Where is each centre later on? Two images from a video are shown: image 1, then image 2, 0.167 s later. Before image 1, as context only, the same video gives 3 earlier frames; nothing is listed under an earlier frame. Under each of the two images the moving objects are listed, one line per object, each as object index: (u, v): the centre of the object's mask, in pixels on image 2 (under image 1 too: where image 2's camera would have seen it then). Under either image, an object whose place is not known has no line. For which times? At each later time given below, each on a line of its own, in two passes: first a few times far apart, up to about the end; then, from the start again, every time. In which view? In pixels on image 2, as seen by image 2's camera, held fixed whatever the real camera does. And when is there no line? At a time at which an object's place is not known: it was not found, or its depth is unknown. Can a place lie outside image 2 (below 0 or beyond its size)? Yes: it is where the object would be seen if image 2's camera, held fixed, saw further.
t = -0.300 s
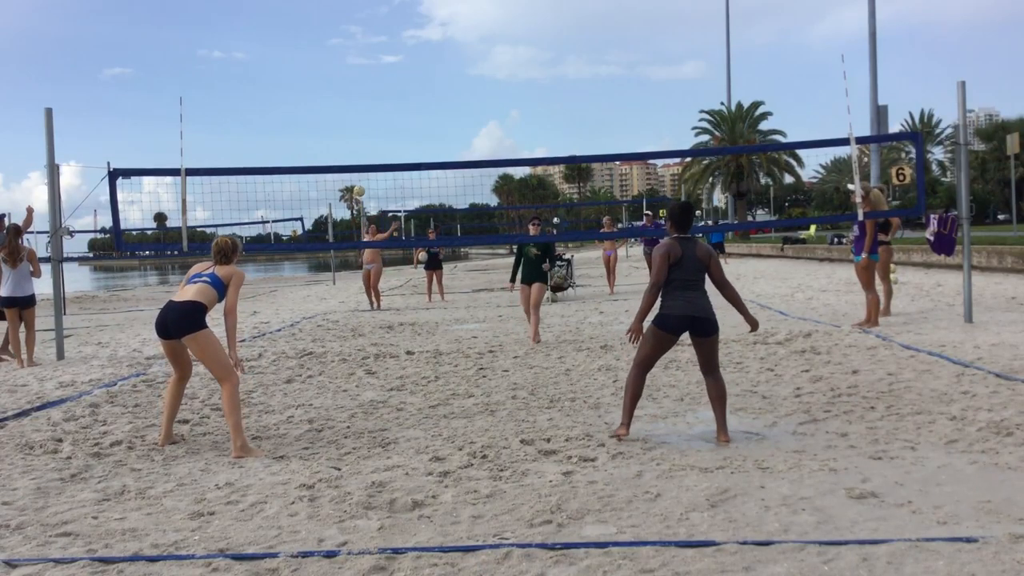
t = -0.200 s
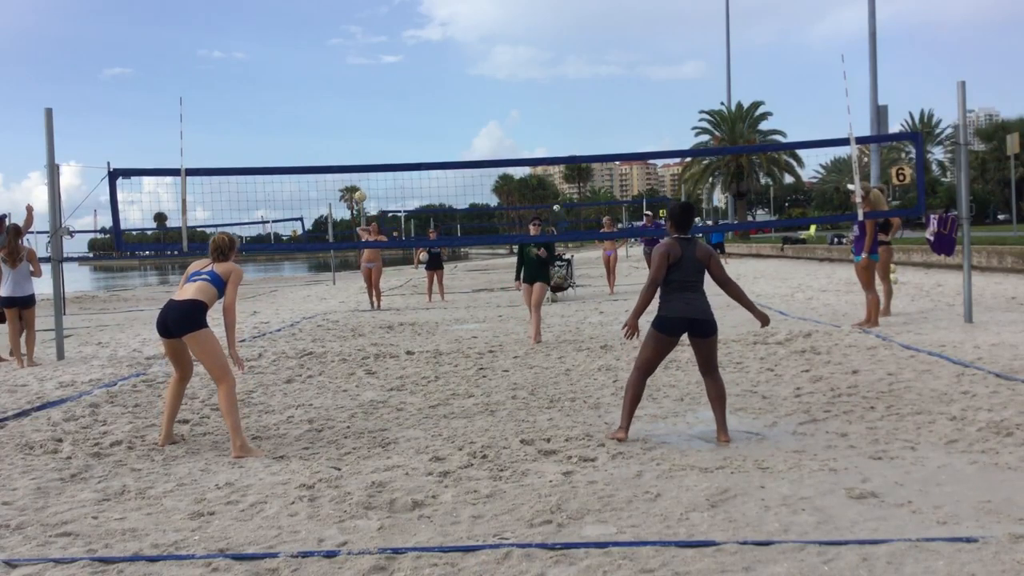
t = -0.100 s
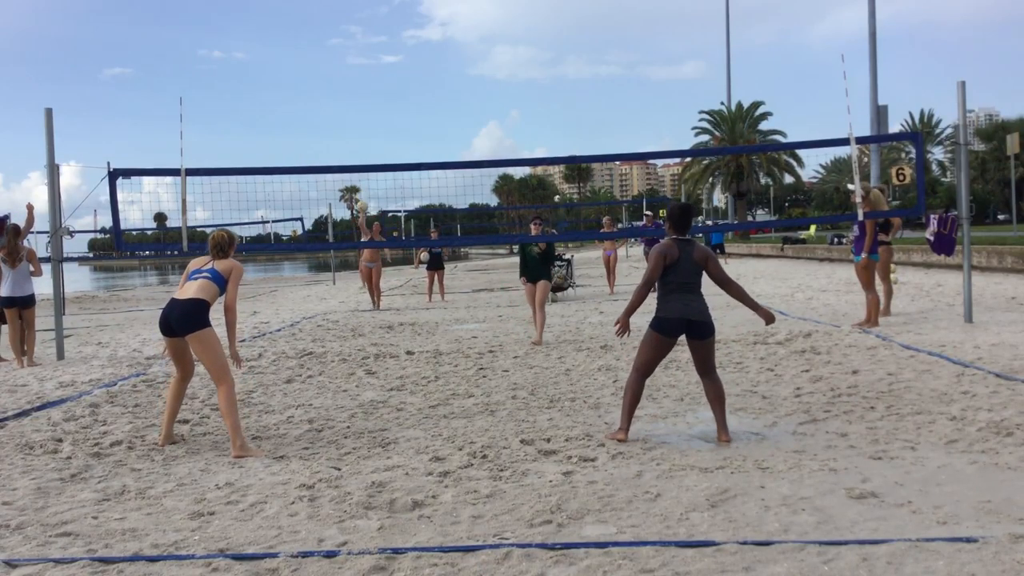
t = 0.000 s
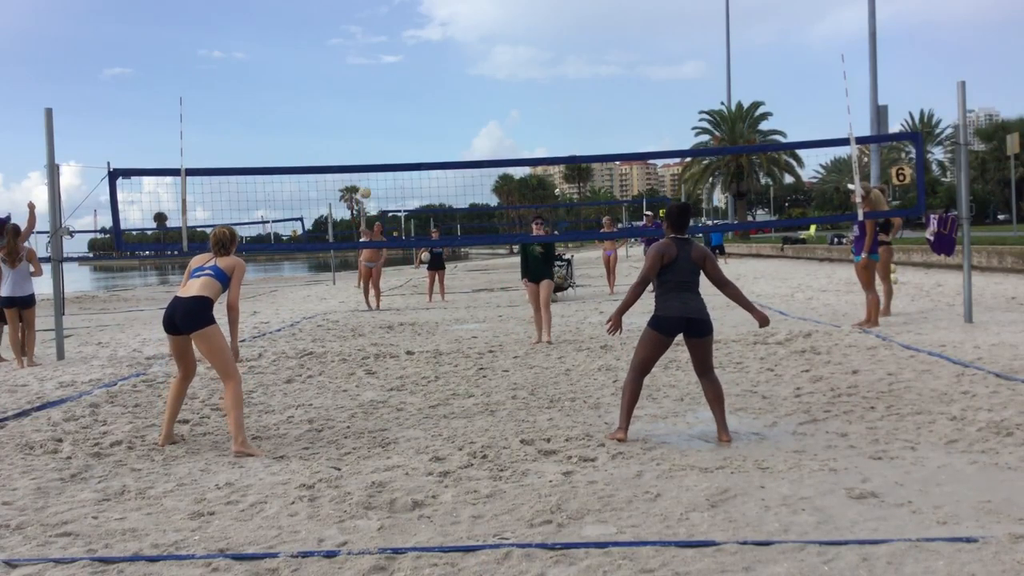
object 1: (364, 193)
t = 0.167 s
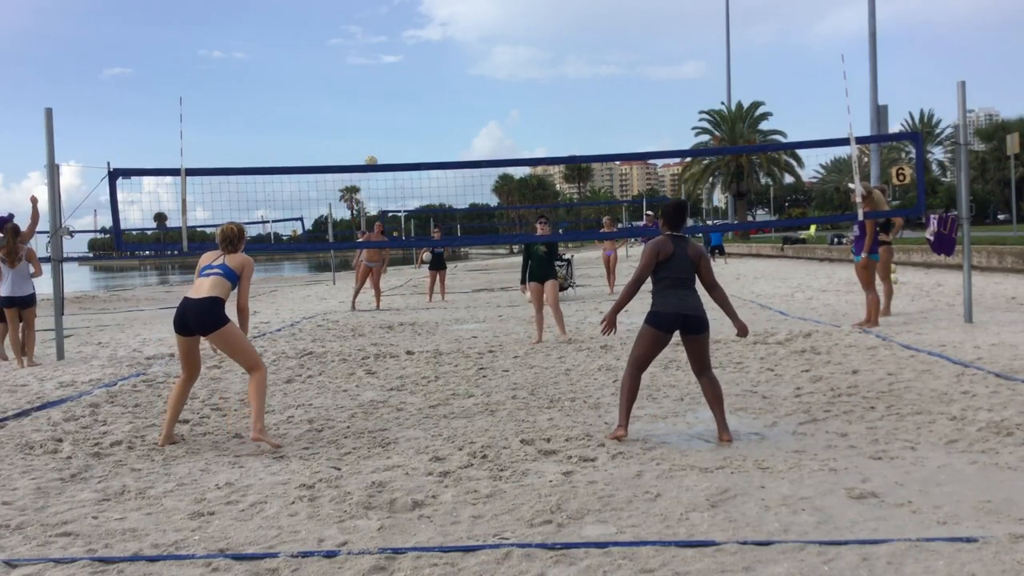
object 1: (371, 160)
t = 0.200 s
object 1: (372, 157)
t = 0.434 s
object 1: (388, 144)
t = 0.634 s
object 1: (405, 174)
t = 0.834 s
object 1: (429, 288)
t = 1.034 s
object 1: (451, 431)
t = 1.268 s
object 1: (433, 336)
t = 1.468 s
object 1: (410, 342)
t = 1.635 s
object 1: (376, 523)
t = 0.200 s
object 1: (372, 157)
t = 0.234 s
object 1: (374, 153)
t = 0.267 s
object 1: (376, 150)
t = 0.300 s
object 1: (378, 147)
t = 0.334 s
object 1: (380, 145)
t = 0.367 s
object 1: (383, 143)
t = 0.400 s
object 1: (385, 143)
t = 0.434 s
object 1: (388, 144)
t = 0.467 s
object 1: (390, 145)
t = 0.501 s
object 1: (393, 148)
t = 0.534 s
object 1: (396, 153)
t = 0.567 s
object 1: (399, 158)
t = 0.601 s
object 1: (401, 165)
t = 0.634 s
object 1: (405, 174)
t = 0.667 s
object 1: (409, 186)
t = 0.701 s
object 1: (412, 200)
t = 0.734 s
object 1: (416, 217)
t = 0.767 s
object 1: (420, 236)
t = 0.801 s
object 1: (424, 260)
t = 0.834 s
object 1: (429, 288)
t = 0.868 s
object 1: (434, 321)
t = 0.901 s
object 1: (440, 360)
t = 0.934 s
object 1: (446, 407)
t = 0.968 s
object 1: (453, 458)
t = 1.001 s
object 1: (453, 449)
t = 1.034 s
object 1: (451, 431)
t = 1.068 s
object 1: (448, 413)
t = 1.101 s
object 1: (446, 397)
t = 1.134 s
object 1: (444, 382)
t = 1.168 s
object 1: (442, 368)
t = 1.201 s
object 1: (439, 356)
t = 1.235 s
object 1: (435, 346)
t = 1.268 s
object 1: (433, 336)
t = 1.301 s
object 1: (430, 330)
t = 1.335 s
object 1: (427, 326)
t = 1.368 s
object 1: (423, 324)
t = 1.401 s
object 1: (419, 325)
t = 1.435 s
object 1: (415, 331)
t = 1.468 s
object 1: (410, 342)
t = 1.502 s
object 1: (406, 359)
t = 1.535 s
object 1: (400, 384)
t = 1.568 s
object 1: (393, 417)
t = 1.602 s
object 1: (385, 466)
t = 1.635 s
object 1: (376, 523)
